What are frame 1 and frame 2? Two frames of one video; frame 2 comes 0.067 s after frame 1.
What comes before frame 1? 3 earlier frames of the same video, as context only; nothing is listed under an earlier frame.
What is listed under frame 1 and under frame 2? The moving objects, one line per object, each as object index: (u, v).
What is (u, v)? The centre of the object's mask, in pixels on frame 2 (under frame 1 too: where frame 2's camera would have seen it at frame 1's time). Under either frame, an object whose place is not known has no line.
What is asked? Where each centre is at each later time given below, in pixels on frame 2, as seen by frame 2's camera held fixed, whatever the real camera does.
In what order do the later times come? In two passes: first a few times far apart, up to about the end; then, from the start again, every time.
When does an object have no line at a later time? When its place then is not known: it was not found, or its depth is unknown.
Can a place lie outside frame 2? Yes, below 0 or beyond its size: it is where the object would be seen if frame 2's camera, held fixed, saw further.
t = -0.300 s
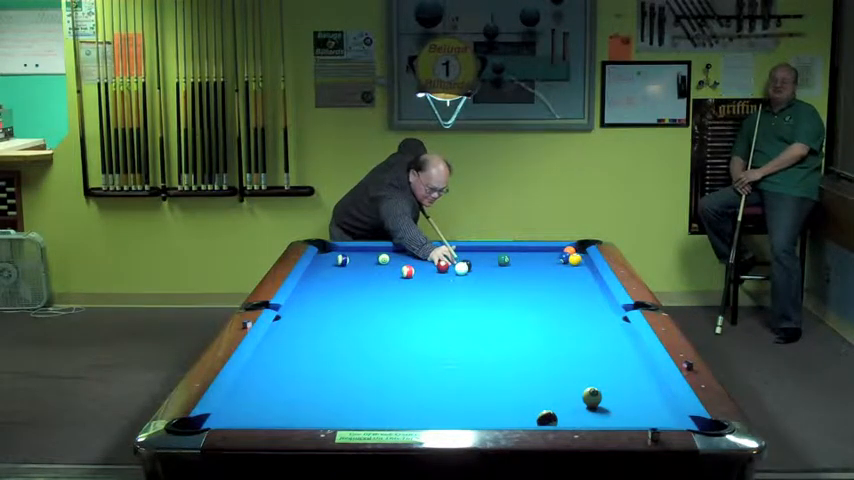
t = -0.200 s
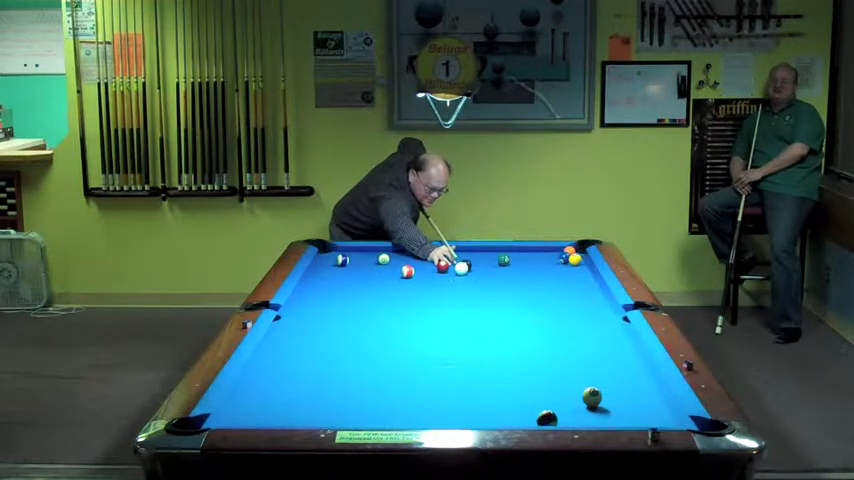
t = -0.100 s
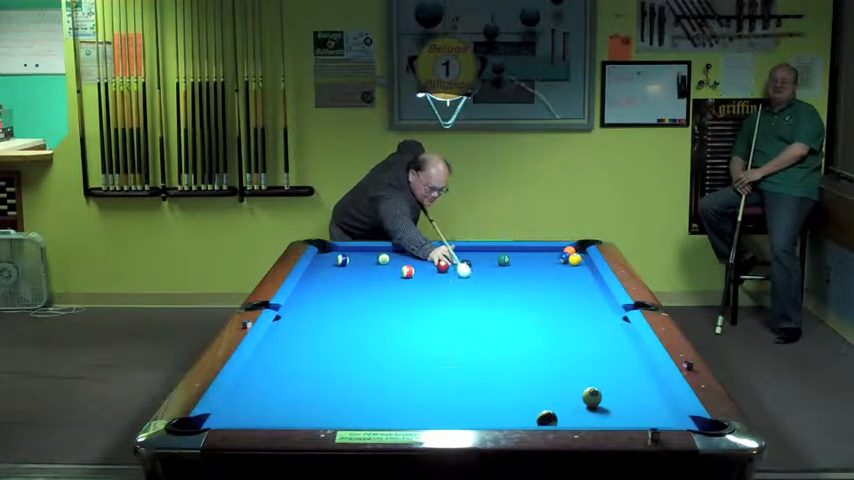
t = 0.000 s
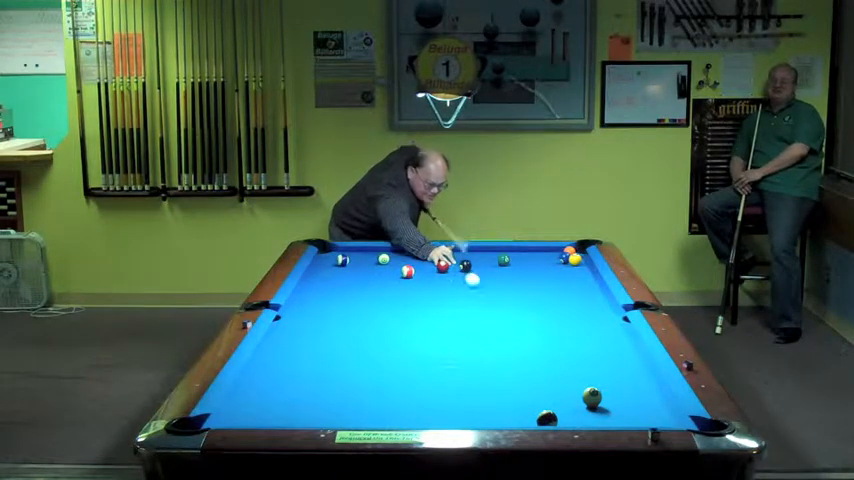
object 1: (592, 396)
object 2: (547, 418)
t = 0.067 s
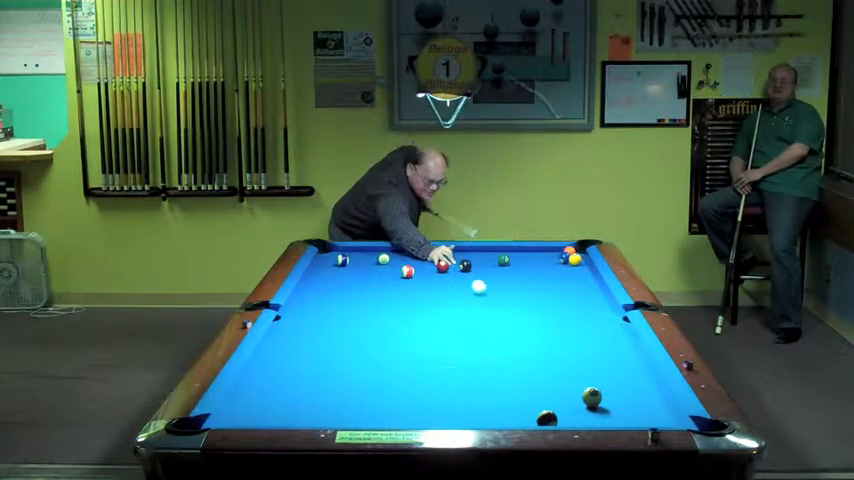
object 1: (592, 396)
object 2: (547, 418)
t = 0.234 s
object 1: (592, 396)
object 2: (546, 418)
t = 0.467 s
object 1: (592, 396)
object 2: (546, 418)
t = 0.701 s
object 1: (592, 396)
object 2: (546, 418)
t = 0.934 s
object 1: (649, 415)
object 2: (546, 418)
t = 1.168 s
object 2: (549, 417)
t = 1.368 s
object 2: (549, 409)
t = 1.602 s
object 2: (549, 396)
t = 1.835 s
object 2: (549, 386)
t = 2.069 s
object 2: (548, 376)
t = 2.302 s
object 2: (548, 367)
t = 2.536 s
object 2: (548, 359)
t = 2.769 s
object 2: (548, 353)
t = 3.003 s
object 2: (548, 346)
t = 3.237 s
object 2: (549, 339)
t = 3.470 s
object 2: (548, 334)
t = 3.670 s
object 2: (549, 330)
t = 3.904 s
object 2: (549, 325)
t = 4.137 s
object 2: (549, 321)
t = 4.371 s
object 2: (549, 318)
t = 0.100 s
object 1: (592, 396)
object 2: (547, 418)
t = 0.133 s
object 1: (592, 396)
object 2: (547, 418)
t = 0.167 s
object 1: (592, 396)
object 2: (546, 418)
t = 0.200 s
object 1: (592, 396)
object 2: (546, 418)
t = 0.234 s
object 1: (592, 396)
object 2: (546, 418)
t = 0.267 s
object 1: (592, 396)
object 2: (546, 418)
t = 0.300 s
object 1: (592, 396)
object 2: (546, 418)
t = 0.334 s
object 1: (592, 396)
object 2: (546, 418)
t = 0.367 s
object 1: (592, 396)
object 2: (546, 418)
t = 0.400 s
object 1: (592, 396)
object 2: (546, 418)
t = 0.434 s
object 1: (592, 396)
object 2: (546, 418)
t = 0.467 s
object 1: (592, 396)
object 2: (546, 418)
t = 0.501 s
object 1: (592, 396)
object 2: (546, 418)
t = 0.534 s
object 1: (592, 396)
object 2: (546, 418)
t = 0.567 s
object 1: (592, 396)
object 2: (546, 418)
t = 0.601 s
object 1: (592, 396)
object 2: (546, 418)
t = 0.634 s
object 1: (592, 396)
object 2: (546, 418)
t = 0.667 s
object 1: (592, 396)
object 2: (546, 418)
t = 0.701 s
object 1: (592, 396)
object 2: (546, 418)
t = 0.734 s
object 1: (592, 396)
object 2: (546, 418)
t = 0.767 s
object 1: (592, 396)
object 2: (546, 418)
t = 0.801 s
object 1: (599, 399)
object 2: (546, 418)
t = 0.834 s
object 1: (612, 402)
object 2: (546, 418)
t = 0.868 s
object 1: (624, 406)
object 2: (546, 418)
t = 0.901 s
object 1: (637, 411)
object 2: (546, 418)
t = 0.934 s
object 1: (649, 415)
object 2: (546, 418)
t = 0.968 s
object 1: (658, 417)
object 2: (547, 418)
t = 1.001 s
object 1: (669, 419)
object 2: (546, 418)
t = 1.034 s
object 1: (680, 421)
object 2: (546, 420)
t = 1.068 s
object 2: (549, 420)
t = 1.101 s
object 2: (549, 419)
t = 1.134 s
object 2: (549, 418)
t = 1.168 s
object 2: (549, 417)
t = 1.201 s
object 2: (549, 416)
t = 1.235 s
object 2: (549, 415)
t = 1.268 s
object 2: (549, 414)
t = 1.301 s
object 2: (549, 412)
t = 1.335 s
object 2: (549, 411)
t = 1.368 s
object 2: (549, 409)
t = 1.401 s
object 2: (549, 407)
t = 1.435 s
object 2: (549, 406)
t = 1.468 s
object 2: (549, 403)
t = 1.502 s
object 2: (549, 402)
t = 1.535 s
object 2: (549, 400)
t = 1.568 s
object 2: (549, 398)
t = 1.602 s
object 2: (549, 396)
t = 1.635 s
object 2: (549, 395)
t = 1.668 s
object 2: (549, 393)
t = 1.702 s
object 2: (549, 392)
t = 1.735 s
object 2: (549, 390)
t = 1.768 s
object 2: (549, 388)
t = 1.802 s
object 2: (549, 387)
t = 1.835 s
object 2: (549, 386)
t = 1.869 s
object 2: (549, 384)
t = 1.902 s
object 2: (548, 383)
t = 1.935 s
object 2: (548, 382)
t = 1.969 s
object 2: (548, 381)
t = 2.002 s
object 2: (548, 379)
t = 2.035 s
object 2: (548, 377)
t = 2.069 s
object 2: (548, 376)
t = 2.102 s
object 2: (548, 375)
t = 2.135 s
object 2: (548, 373)
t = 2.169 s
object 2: (548, 372)
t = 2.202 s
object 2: (548, 371)
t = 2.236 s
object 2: (548, 370)
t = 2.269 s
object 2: (548, 369)
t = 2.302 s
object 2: (548, 367)
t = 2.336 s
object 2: (548, 366)
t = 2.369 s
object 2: (548, 364)
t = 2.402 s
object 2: (548, 363)
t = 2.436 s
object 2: (548, 363)
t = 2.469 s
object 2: (548, 362)
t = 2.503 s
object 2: (548, 360)
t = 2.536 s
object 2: (548, 359)
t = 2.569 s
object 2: (548, 358)
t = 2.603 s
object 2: (548, 357)
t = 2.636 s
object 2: (548, 356)
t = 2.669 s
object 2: (548, 355)
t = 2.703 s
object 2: (548, 354)
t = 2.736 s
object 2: (548, 353)
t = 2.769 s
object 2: (548, 353)
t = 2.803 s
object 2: (548, 351)
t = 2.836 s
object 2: (548, 350)
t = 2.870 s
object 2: (548, 350)
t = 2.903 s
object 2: (548, 349)
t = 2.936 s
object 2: (548, 348)
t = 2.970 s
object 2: (548, 347)
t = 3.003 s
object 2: (548, 346)
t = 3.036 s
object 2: (548, 345)
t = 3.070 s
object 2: (548, 344)
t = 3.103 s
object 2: (548, 343)
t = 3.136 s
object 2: (549, 342)
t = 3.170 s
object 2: (548, 342)
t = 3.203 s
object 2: (549, 340)
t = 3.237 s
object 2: (549, 339)
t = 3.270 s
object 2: (548, 338)
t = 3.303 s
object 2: (548, 338)
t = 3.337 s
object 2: (548, 337)
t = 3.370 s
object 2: (548, 337)
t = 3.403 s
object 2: (548, 335)
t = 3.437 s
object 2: (548, 334)
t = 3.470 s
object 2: (548, 334)
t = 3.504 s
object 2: (548, 333)
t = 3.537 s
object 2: (548, 333)
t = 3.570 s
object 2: (548, 332)
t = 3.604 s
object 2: (549, 331)
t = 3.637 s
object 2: (549, 330)
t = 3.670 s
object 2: (549, 330)
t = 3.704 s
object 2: (549, 329)
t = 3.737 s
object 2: (549, 328)
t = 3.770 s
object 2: (549, 328)
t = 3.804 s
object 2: (549, 327)
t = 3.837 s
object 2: (549, 327)
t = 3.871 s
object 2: (549, 326)
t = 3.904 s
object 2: (549, 325)
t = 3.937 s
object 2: (549, 325)
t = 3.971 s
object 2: (549, 324)
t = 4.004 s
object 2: (549, 323)
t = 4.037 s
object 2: (549, 322)
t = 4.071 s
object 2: (549, 322)
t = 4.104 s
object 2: (549, 321)
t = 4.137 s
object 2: (549, 321)
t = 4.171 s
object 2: (549, 321)
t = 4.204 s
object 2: (549, 320)
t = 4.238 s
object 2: (549, 319)
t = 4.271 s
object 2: (549, 319)
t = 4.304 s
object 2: (549, 319)
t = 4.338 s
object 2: (549, 318)
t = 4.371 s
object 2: (549, 318)
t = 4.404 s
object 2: (550, 317)
